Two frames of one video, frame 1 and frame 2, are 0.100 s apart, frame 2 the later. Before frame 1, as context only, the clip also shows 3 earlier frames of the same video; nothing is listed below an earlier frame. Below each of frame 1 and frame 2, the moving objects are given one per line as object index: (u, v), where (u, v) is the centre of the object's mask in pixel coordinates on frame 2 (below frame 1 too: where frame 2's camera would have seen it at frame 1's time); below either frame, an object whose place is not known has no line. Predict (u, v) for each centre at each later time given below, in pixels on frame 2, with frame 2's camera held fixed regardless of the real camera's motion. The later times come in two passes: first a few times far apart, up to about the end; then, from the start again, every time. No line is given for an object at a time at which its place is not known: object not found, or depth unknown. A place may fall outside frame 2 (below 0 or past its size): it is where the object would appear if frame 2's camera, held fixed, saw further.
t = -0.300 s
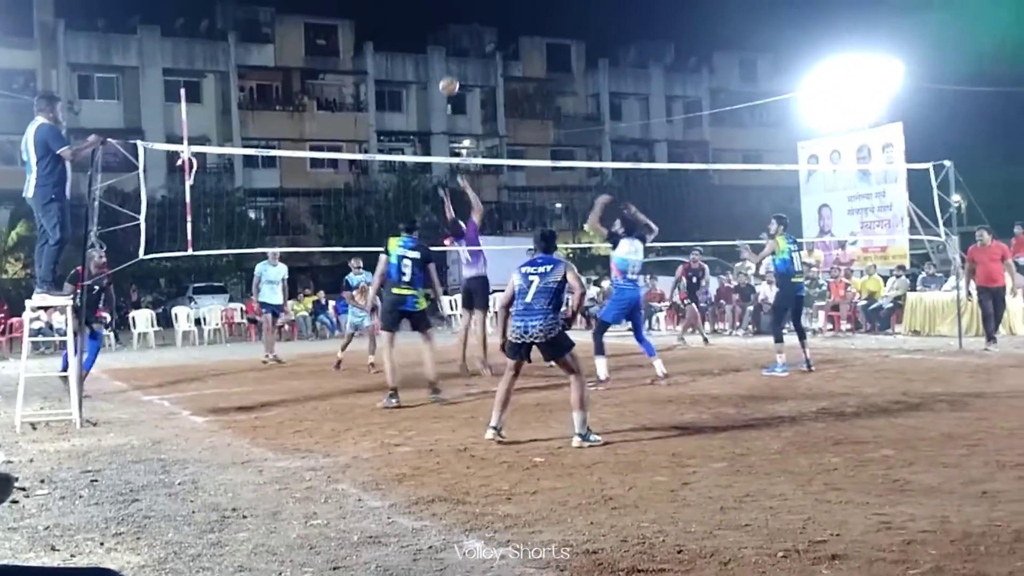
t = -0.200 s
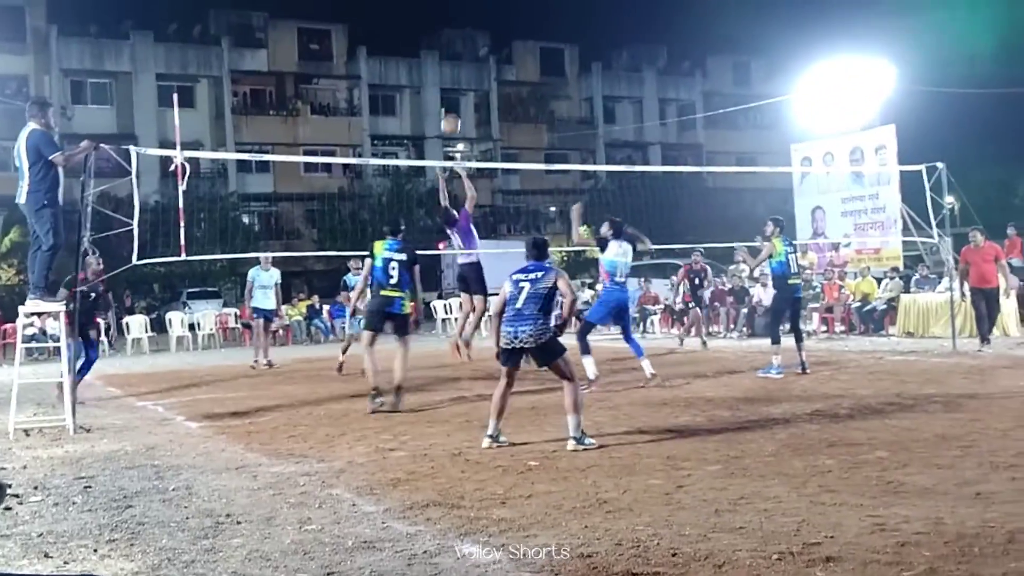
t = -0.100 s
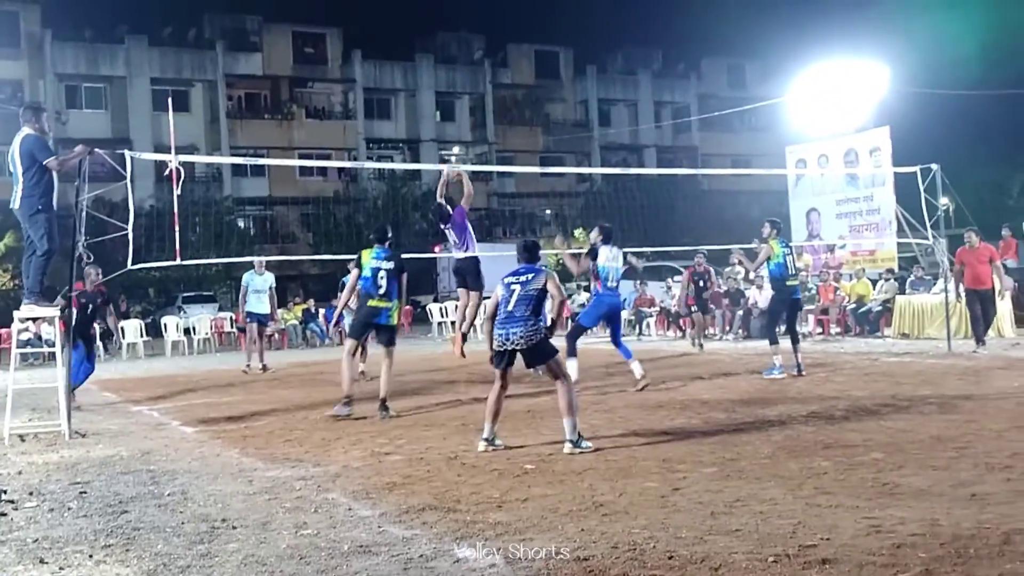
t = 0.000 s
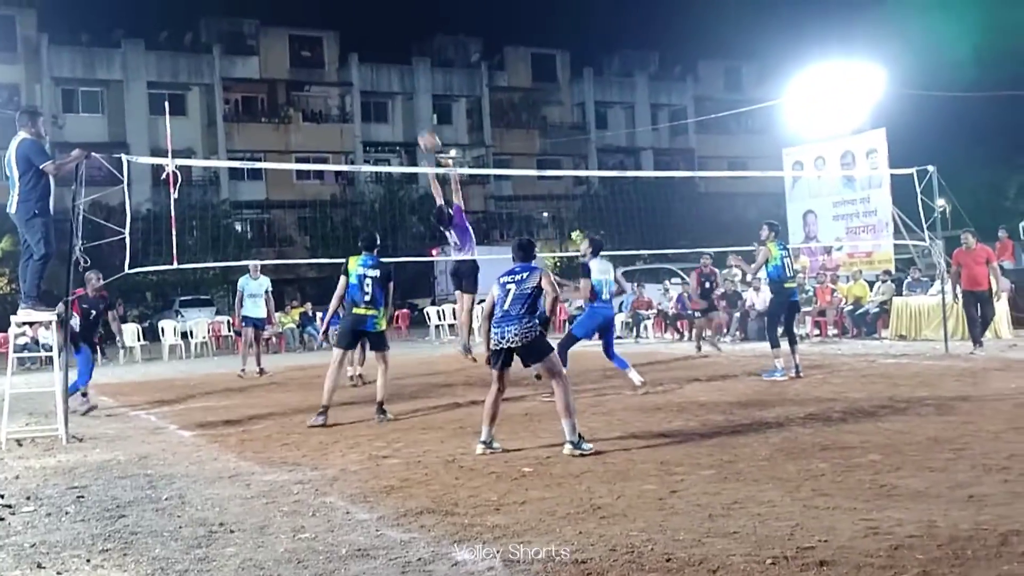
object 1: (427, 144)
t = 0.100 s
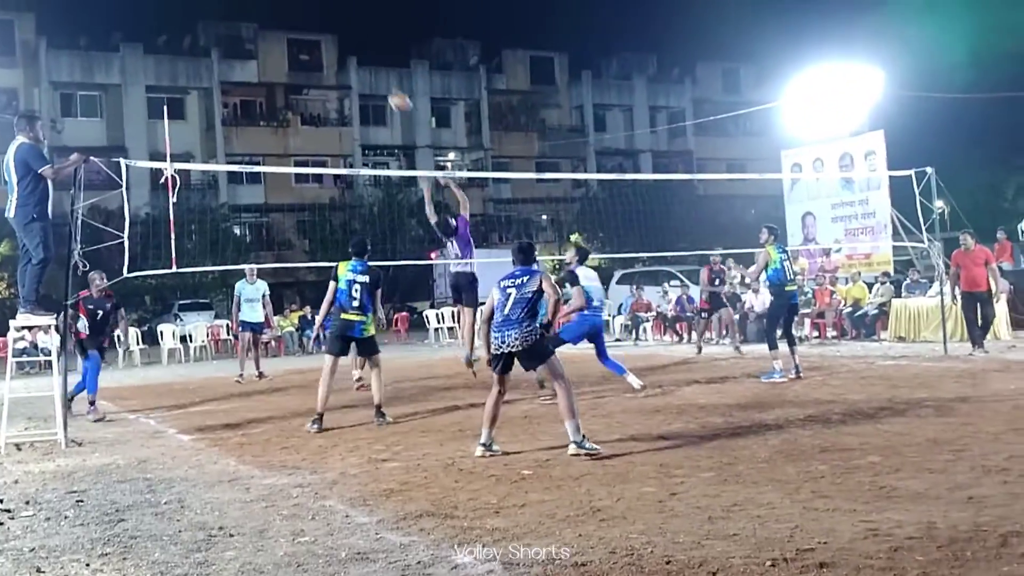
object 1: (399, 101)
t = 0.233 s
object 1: (362, 57)
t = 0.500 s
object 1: (288, 18)
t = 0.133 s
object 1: (390, 88)
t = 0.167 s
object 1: (380, 77)
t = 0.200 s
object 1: (371, 66)
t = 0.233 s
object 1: (362, 57)
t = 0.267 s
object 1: (353, 48)
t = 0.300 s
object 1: (344, 41)
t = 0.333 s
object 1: (334, 34)
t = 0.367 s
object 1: (325, 29)
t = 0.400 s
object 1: (316, 24)
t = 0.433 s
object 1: (307, 21)
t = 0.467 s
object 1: (298, 19)
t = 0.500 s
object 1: (288, 18)
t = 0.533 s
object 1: (279, 17)
